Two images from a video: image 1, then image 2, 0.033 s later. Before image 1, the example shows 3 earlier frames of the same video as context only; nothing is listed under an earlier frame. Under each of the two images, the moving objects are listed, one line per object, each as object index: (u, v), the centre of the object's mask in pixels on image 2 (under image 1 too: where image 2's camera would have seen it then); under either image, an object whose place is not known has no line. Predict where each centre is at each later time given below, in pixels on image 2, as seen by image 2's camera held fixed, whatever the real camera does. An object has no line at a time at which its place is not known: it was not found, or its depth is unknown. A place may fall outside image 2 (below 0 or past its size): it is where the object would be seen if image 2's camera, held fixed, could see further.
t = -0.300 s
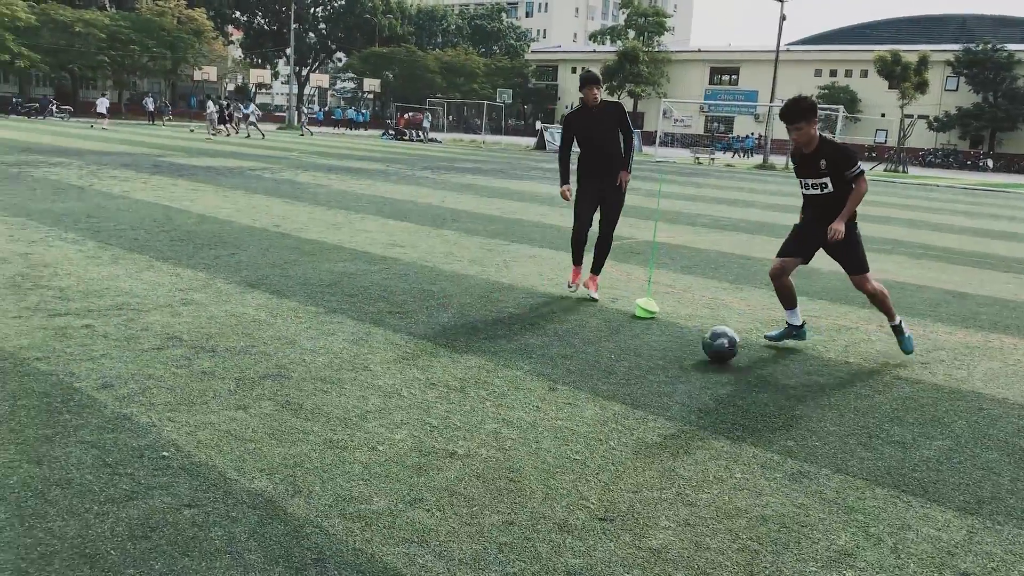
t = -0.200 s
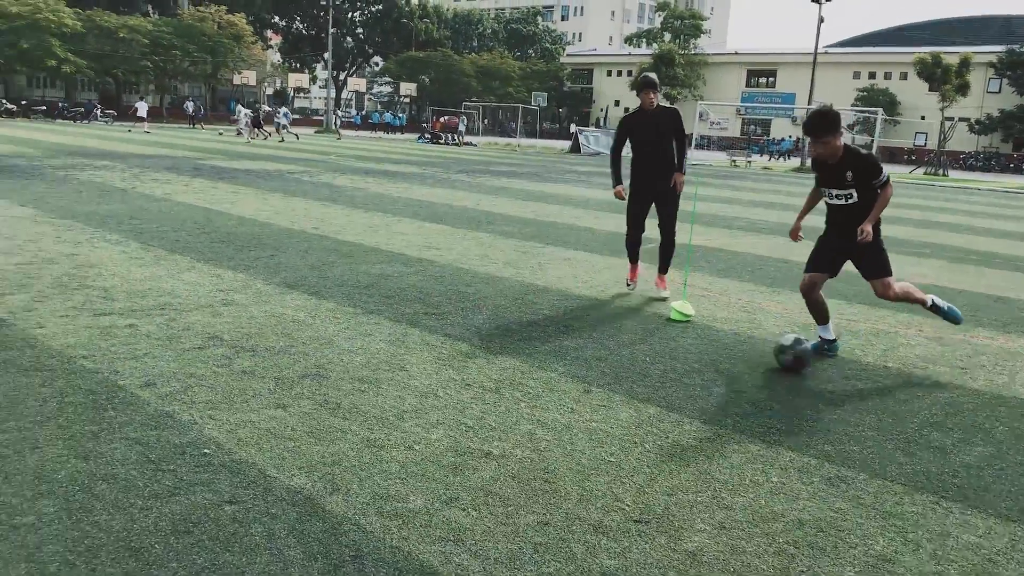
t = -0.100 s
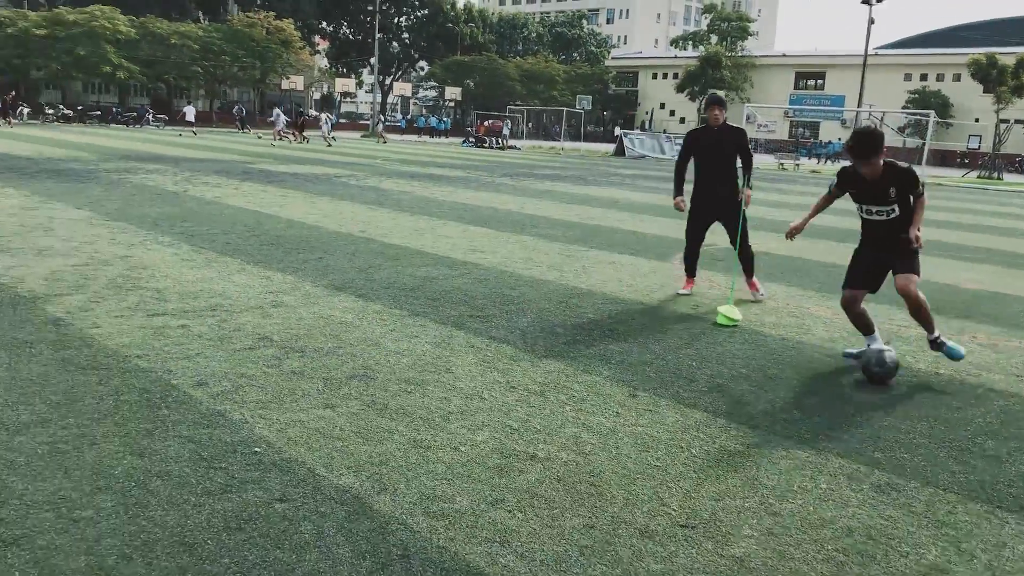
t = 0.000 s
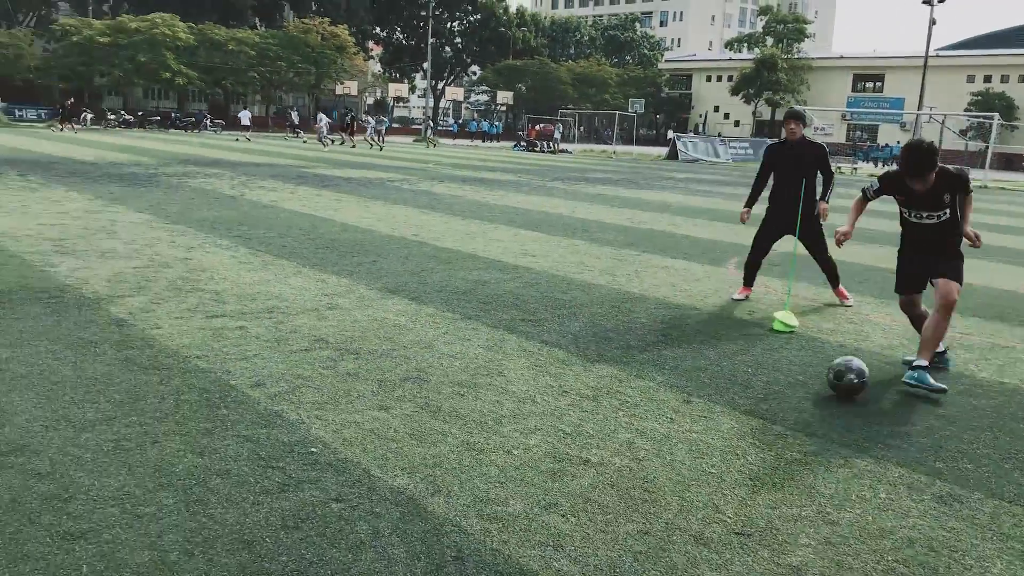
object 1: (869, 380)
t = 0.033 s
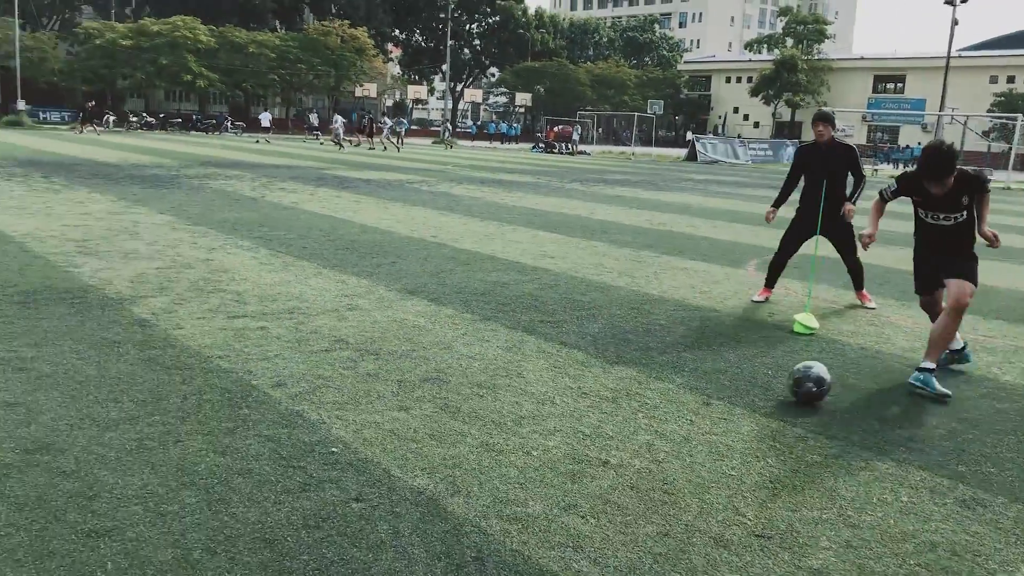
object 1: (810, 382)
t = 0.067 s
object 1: (750, 386)
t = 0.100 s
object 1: (693, 383)
